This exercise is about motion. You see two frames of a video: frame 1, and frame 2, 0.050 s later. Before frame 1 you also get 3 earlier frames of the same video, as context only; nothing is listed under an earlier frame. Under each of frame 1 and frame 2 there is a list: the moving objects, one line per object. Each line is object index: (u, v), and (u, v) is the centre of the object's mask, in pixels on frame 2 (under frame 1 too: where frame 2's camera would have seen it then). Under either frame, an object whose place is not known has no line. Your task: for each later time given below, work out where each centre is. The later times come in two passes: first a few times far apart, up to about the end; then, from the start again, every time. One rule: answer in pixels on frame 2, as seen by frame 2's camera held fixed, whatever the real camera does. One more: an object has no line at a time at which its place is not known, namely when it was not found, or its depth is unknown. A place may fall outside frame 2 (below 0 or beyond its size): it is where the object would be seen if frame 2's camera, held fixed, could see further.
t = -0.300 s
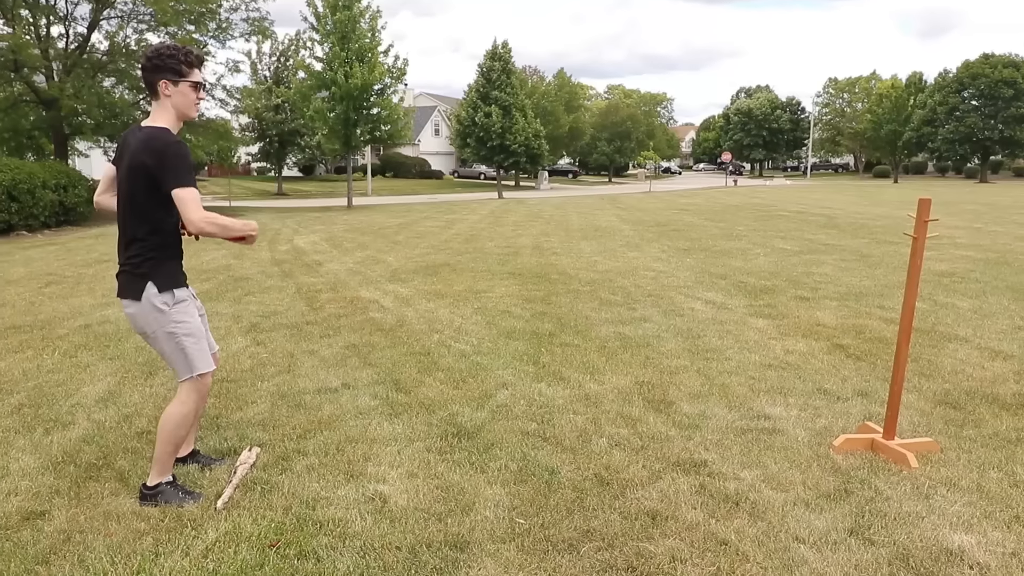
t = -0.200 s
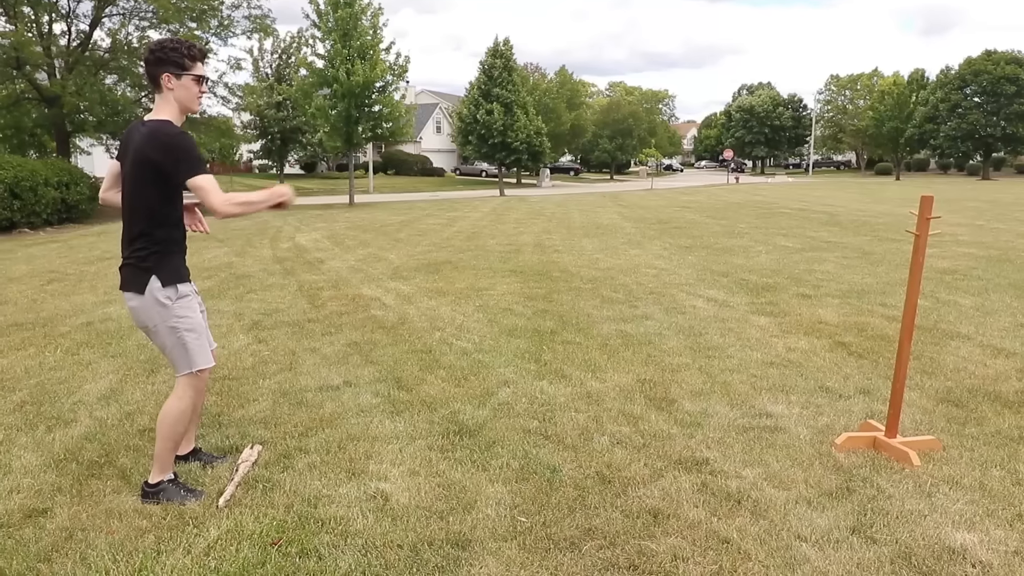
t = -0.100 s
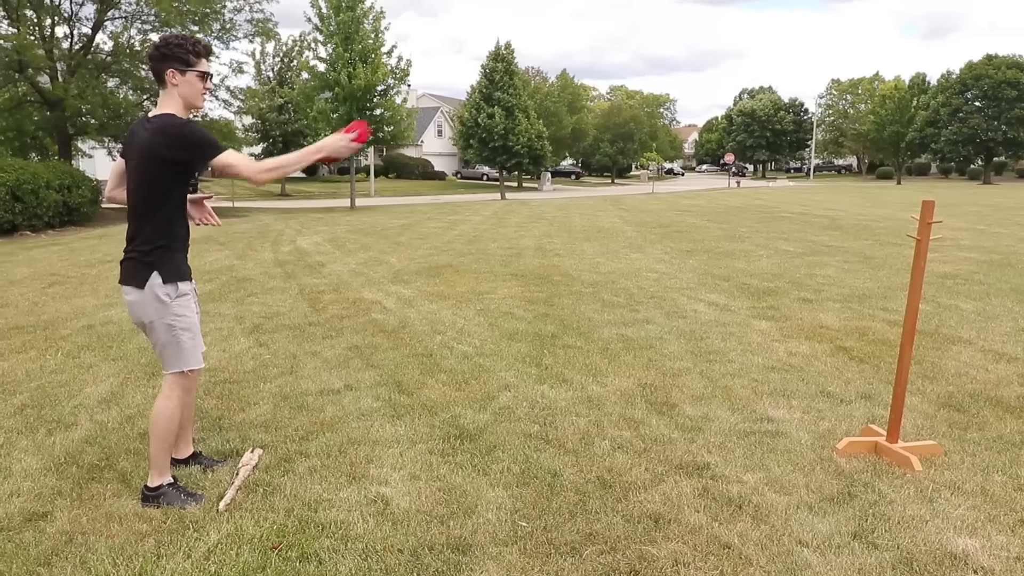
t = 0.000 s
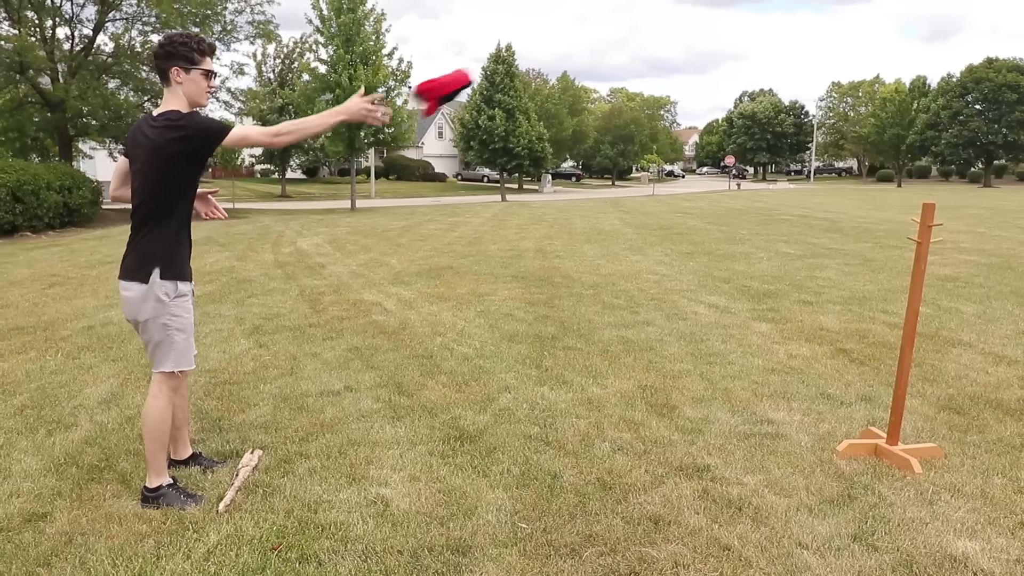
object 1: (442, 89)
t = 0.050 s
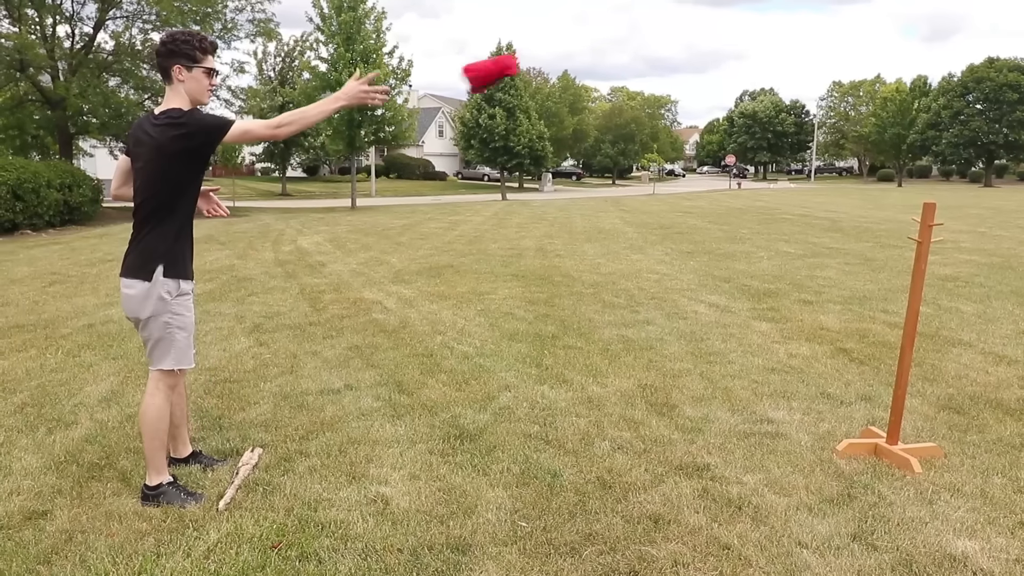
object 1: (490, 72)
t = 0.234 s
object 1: (655, 57)
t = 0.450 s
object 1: (839, 130)
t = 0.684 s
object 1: (938, 203)
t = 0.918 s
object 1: (954, 221)
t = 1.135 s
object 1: (938, 220)
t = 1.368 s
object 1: (932, 219)
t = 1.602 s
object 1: (937, 221)
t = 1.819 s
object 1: (939, 222)
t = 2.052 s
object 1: (938, 220)
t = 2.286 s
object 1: (938, 219)
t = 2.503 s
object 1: (938, 218)
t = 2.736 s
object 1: (938, 219)
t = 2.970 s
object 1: (938, 222)
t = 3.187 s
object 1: (938, 222)
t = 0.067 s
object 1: (503, 67)
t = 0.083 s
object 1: (516, 64)
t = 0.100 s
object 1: (531, 62)
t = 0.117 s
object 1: (548, 59)
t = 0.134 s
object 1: (563, 58)
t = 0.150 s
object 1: (578, 57)
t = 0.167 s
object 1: (593, 57)
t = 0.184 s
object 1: (608, 56)
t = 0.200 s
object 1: (623, 57)
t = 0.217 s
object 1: (639, 56)
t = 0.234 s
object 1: (655, 57)
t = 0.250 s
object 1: (671, 59)
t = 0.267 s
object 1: (685, 62)
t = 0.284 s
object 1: (700, 67)
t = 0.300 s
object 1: (715, 71)
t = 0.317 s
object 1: (729, 74)
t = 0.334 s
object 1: (745, 79)
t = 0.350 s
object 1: (760, 85)
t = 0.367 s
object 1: (773, 91)
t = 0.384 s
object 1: (787, 98)
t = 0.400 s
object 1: (802, 105)
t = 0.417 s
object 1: (814, 112)
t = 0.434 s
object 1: (827, 121)
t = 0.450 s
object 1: (839, 130)
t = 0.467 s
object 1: (851, 139)
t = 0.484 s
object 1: (863, 149)
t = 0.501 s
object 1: (876, 160)
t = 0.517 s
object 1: (887, 170)
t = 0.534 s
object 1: (899, 182)
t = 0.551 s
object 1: (911, 194)
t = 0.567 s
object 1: (923, 206)
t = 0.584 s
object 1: (932, 214)
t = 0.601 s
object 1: (938, 214)
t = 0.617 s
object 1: (941, 212)
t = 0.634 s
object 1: (942, 209)
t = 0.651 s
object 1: (940, 206)
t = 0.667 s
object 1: (939, 203)
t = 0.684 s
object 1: (938, 203)
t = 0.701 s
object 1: (937, 203)
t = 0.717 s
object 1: (936, 204)
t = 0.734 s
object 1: (935, 205)
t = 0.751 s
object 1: (935, 207)
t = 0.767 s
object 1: (935, 209)
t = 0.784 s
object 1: (935, 211)
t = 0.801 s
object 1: (935, 213)
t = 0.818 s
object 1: (936, 214)
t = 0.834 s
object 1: (936, 216)
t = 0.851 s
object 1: (938, 217)
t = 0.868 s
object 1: (939, 219)
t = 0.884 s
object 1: (943, 221)
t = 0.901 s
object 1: (942, 220)
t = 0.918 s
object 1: (954, 221)
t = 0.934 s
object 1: (954, 221)
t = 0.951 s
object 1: (955, 220)
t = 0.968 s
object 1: (955, 218)
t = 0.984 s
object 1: (953, 218)
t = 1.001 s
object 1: (951, 218)
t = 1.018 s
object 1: (948, 218)
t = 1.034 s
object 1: (946, 218)
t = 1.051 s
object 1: (944, 218)
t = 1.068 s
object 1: (942, 219)
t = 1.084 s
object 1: (940, 219)
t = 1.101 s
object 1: (939, 221)
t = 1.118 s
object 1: (939, 220)
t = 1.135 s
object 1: (938, 220)
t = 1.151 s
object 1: (937, 221)
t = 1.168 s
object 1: (937, 221)
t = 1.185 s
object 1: (936, 221)
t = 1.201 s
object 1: (935, 220)
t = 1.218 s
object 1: (934, 220)
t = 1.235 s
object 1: (933, 220)
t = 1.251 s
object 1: (933, 219)
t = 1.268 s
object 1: (933, 219)
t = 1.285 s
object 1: (933, 220)
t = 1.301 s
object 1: (933, 220)
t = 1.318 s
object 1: (932, 220)
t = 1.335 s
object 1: (932, 219)
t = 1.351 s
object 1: (932, 220)
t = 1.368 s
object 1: (932, 219)
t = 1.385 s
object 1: (932, 220)
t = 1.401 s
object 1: (932, 220)
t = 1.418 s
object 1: (933, 220)
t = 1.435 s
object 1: (933, 221)
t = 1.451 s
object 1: (934, 221)
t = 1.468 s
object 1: (933, 219)
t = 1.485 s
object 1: (934, 221)
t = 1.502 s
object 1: (935, 219)
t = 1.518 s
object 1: (935, 220)
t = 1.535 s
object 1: (935, 220)
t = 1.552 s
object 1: (936, 220)
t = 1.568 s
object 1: (936, 221)
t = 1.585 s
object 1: (937, 221)
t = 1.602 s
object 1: (937, 221)
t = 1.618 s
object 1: (938, 221)
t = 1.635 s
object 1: (938, 221)
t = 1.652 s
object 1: (938, 222)
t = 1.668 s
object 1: (938, 221)
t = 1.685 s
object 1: (938, 220)
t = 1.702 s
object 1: (939, 222)
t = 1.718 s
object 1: (938, 220)
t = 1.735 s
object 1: (939, 221)
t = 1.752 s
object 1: (938, 221)
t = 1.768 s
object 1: (938, 221)
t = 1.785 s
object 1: (938, 221)
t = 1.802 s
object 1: (938, 222)
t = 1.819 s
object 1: (939, 222)
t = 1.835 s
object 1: (939, 222)
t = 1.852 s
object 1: (939, 222)
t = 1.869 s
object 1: (939, 222)
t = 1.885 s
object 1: (939, 221)
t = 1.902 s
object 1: (939, 221)
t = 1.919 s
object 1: (939, 222)
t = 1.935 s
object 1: (939, 221)
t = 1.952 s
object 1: (938, 221)
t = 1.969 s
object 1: (938, 221)
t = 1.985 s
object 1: (938, 221)
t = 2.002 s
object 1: (938, 221)
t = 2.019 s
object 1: (938, 221)
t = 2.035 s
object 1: (938, 220)
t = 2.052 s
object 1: (938, 220)
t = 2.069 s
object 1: (937, 219)
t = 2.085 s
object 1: (937, 219)
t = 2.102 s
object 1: (937, 219)
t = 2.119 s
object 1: (938, 219)
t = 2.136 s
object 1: (938, 219)
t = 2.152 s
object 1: (938, 219)
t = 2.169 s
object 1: (938, 219)
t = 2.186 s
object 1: (938, 219)
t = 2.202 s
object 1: (938, 220)
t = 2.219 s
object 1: (938, 220)
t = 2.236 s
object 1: (938, 219)
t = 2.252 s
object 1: (938, 219)
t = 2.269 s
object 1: (938, 219)
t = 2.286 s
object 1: (938, 219)
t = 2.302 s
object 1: (938, 219)
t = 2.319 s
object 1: (938, 219)
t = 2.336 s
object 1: (938, 220)
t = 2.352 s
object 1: (938, 221)
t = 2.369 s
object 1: (938, 220)
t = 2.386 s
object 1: (938, 219)
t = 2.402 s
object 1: (938, 219)
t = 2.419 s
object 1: (936, 226)
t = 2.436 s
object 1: (936, 226)
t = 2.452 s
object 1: (936, 226)
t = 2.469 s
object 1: (936, 226)
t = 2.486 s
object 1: (936, 226)
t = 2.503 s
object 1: (938, 218)
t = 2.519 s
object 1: (938, 218)
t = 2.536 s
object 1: (938, 225)
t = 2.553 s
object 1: (939, 221)
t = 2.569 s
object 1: (938, 219)
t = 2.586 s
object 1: (938, 220)
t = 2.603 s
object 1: (939, 219)
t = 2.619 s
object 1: (936, 228)
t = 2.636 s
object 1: (939, 220)
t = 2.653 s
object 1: (939, 219)
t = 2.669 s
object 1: (939, 221)
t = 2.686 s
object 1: (939, 222)
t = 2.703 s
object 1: (939, 221)
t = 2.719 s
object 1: (938, 221)
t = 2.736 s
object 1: (938, 219)
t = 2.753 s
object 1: (938, 221)
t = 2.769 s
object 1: (939, 222)
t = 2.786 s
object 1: (938, 221)
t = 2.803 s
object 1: (938, 219)
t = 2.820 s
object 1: (938, 221)
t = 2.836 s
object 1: (938, 219)
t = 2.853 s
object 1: (938, 220)
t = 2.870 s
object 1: (938, 220)
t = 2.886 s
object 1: (938, 221)
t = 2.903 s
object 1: (938, 221)
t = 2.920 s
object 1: (938, 220)
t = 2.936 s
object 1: (938, 221)
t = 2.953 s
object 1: (938, 221)
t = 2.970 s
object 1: (938, 222)
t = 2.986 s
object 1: (938, 222)
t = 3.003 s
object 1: (938, 222)
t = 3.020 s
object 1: (938, 222)
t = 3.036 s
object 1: (938, 222)
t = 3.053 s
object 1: (938, 222)
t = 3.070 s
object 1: (938, 222)
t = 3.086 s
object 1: (938, 222)
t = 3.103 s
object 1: (938, 222)
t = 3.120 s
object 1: (938, 222)
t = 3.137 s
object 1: (938, 222)
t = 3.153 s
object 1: (938, 222)
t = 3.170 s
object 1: (938, 222)
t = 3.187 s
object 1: (938, 222)
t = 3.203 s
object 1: (938, 222)
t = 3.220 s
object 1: (938, 222)
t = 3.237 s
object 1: (938, 222)
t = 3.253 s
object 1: (938, 222)
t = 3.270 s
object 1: (938, 222)
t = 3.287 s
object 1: (938, 222)
